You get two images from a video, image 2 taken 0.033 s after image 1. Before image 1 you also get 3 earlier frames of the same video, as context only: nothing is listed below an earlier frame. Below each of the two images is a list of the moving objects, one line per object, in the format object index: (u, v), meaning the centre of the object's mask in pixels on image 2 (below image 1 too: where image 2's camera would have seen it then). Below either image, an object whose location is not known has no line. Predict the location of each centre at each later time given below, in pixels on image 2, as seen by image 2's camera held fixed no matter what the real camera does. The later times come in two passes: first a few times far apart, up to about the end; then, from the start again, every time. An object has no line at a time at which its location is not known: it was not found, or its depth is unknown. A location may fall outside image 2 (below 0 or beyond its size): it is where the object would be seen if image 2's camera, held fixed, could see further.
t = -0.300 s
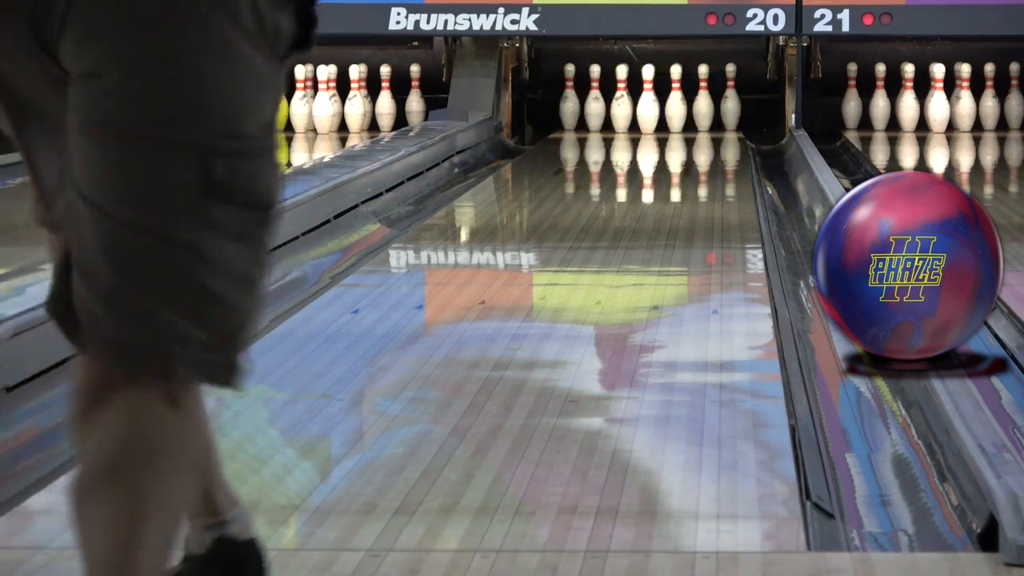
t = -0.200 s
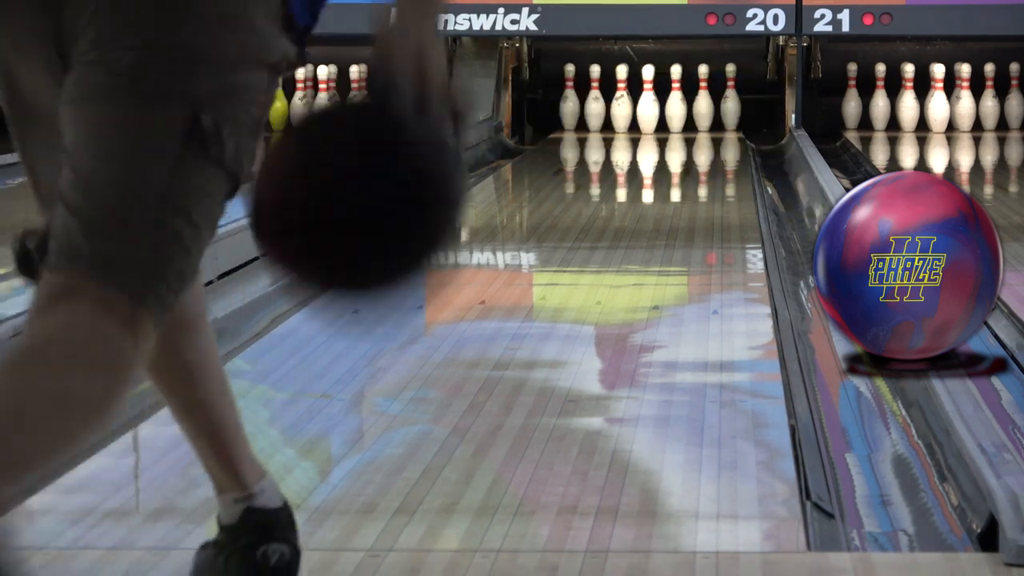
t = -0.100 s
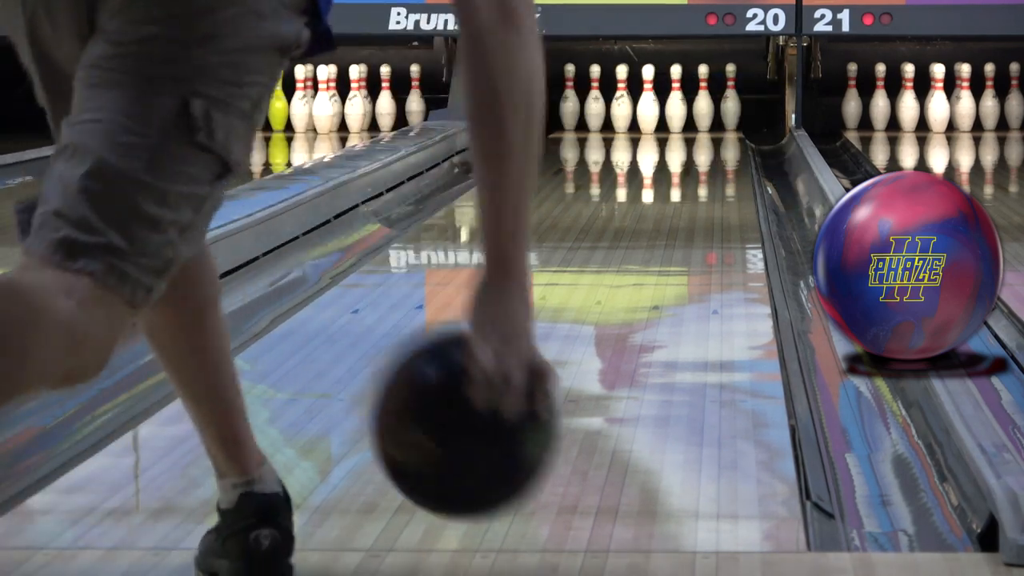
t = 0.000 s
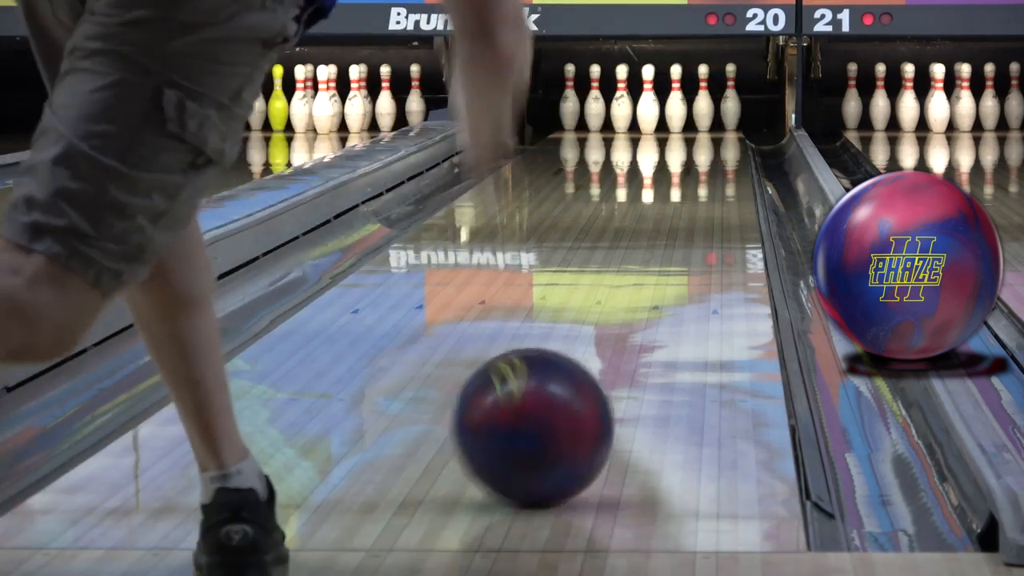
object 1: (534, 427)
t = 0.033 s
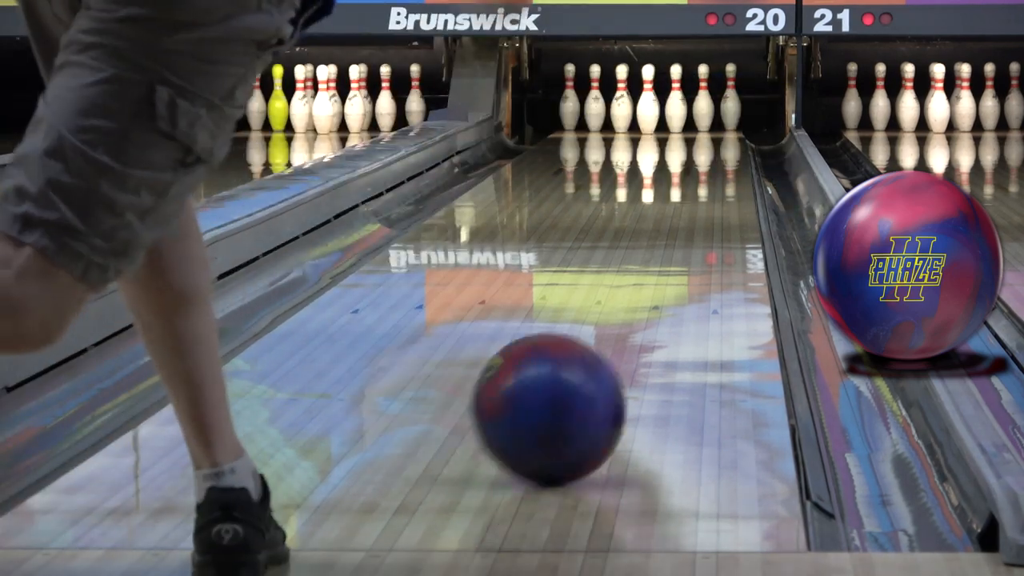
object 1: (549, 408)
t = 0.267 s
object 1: (627, 317)
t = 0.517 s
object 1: (673, 253)
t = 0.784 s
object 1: (701, 209)
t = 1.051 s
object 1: (717, 179)
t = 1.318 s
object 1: (722, 158)
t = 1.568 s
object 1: (723, 143)
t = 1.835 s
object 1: (712, 130)
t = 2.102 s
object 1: (688, 121)
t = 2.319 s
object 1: (666, 115)
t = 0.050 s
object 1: (557, 400)
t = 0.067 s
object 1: (564, 392)
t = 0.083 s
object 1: (570, 385)
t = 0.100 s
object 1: (576, 378)
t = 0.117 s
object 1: (583, 371)
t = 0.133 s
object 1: (589, 364)
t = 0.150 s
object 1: (594, 358)
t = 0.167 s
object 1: (599, 352)
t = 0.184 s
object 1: (604, 345)
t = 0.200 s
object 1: (609, 339)
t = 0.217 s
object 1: (613, 333)
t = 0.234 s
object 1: (618, 328)
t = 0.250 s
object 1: (622, 322)
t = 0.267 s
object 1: (627, 317)
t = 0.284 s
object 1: (630, 312)
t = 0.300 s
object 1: (634, 307)
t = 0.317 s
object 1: (638, 302)
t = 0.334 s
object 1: (642, 297)
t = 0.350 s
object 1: (645, 292)
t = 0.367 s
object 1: (648, 288)
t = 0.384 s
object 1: (651, 284)
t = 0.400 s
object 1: (654, 279)
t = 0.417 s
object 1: (657, 275)
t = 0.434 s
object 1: (660, 271)
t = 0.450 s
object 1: (663, 267)
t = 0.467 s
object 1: (665, 264)
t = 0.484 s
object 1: (668, 260)
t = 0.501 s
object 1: (671, 257)
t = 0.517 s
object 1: (673, 253)
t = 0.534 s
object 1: (675, 250)
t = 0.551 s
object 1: (677, 247)
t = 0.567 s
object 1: (679, 244)
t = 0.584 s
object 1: (681, 241)
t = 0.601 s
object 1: (684, 238)
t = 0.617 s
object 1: (686, 235)
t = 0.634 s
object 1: (687, 232)
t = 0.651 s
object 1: (689, 229)
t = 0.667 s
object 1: (691, 227)
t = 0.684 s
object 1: (692, 224)
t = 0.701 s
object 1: (694, 222)
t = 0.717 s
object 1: (696, 219)
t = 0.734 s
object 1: (697, 217)
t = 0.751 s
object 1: (699, 214)
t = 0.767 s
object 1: (700, 212)
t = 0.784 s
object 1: (701, 209)
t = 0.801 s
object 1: (702, 207)
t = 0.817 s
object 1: (704, 205)
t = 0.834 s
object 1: (705, 203)
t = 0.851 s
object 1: (706, 201)
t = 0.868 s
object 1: (707, 199)
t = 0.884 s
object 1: (708, 197)
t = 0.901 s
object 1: (709, 195)
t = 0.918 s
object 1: (709, 193)
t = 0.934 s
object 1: (711, 191)
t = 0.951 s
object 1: (712, 189)
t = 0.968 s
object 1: (712, 187)
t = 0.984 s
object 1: (713, 186)
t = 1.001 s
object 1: (714, 184)
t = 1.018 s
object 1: (715, 182)
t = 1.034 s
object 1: (716, 181)
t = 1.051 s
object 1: (717, 179)
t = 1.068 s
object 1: (717, 178)
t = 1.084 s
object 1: (717, 176)
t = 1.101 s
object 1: (718, 175)
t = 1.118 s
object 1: (719, 173)
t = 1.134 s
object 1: (719, 172)
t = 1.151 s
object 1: (720, 170)
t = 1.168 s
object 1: (720, 169)
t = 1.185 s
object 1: (720, 168)
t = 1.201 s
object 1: (720, 166)
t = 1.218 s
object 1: (721, 165)
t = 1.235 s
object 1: (722, 164)
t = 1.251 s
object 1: (722, 163)
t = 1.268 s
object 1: (722, 161)
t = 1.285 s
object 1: (721, 160)
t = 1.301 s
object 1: (722, 159)
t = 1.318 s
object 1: (722, 158)
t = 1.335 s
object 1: (723, 157)
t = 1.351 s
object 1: (723, 156)
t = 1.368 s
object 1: (723, 155)
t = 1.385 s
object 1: (723, 153)
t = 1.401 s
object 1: (723, 153)
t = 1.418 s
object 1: (723, 151)
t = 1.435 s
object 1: (723, 150)
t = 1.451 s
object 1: (723, 149)
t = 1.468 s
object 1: (723, 149)
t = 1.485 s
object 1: (724, 148)
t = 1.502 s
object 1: (724, 147)
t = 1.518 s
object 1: (724, 146)
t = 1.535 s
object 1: (723, 145)
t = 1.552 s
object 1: (723, 144)
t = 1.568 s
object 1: (723, 143)
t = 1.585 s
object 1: (723, 142)
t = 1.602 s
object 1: (722, 141)
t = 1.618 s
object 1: (722, 140)
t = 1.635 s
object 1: (721, 139)
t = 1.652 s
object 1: (721, 139)
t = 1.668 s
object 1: (721, 138)
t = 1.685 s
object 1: (720, 137)
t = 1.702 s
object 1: (719, 136)
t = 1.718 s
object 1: (718, 135)
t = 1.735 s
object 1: (717, 134)
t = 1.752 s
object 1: (716, 134)
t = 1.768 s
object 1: (716, 133)
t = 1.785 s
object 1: (715, 132)
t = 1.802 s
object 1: (714, 131)
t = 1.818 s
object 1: (713, 131)
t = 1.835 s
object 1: (712, 130)
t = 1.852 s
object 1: (711, 130)
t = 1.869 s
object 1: (710, 129)
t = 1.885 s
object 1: (709, 128)
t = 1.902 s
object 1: (707, 128)
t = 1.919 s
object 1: (706, 127)
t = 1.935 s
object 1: (704, 127)
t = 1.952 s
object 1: (703, 126)
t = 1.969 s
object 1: (702, 125)
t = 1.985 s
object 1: (700, 124)
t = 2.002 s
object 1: (699, 124)
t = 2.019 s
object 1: (697, 124)
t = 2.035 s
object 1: (695, 123)
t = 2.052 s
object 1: (694, 123)
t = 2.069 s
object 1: (692, 122)
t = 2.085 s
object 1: (690, 121)
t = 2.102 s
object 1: (688, 121)
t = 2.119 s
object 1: (686, 120)
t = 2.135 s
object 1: (684, 120)
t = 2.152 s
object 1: (682, 119)
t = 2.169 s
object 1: (680, 119)
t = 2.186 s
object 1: (679, 118)
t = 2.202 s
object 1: (676, 118)
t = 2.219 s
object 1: (675, 117)
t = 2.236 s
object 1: (673, 117)
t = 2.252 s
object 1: (672, 117)
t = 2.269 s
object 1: (670, 116)
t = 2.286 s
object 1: (668, 115)
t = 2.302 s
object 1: (666, 115)
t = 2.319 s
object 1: (666, 115)
